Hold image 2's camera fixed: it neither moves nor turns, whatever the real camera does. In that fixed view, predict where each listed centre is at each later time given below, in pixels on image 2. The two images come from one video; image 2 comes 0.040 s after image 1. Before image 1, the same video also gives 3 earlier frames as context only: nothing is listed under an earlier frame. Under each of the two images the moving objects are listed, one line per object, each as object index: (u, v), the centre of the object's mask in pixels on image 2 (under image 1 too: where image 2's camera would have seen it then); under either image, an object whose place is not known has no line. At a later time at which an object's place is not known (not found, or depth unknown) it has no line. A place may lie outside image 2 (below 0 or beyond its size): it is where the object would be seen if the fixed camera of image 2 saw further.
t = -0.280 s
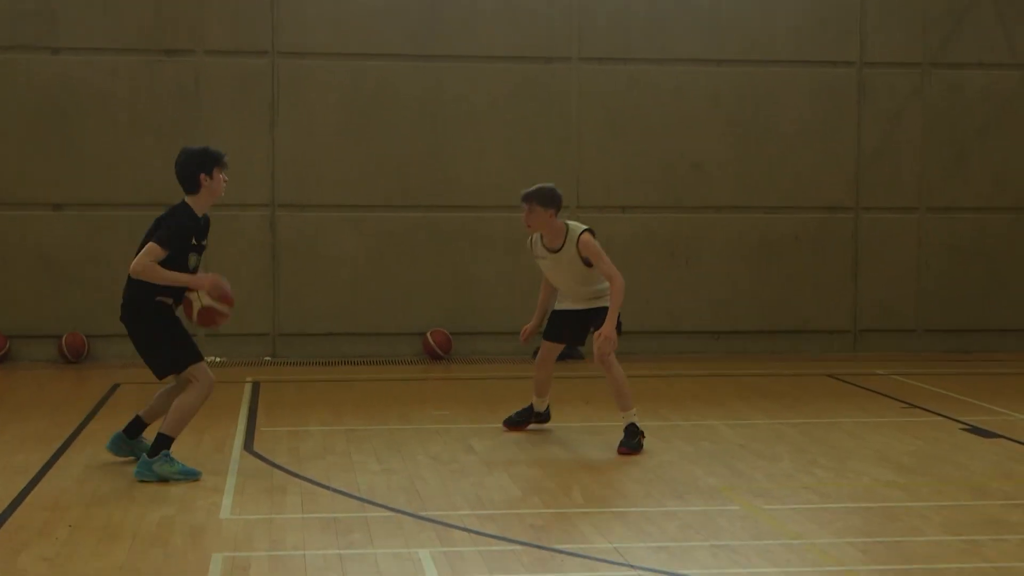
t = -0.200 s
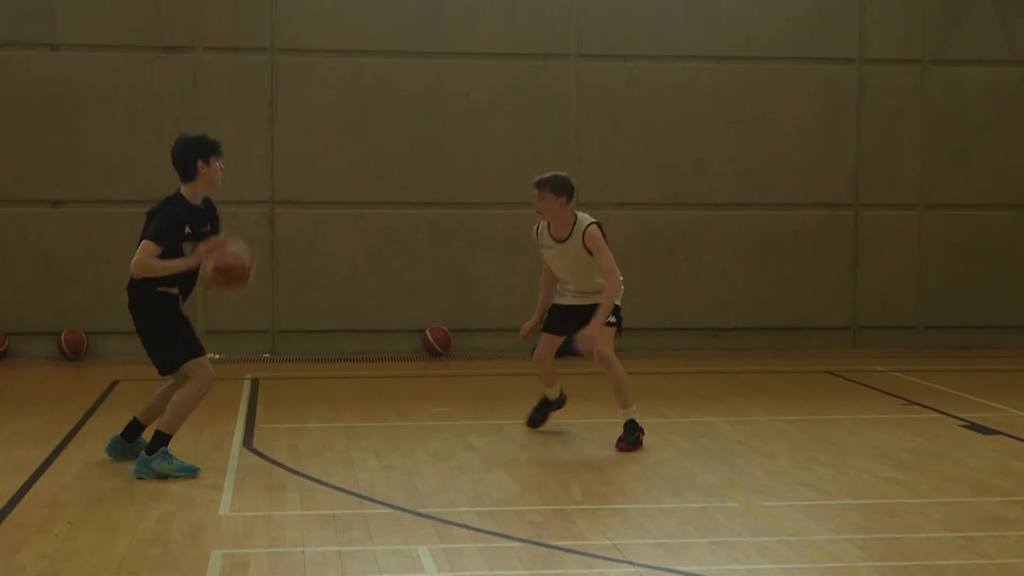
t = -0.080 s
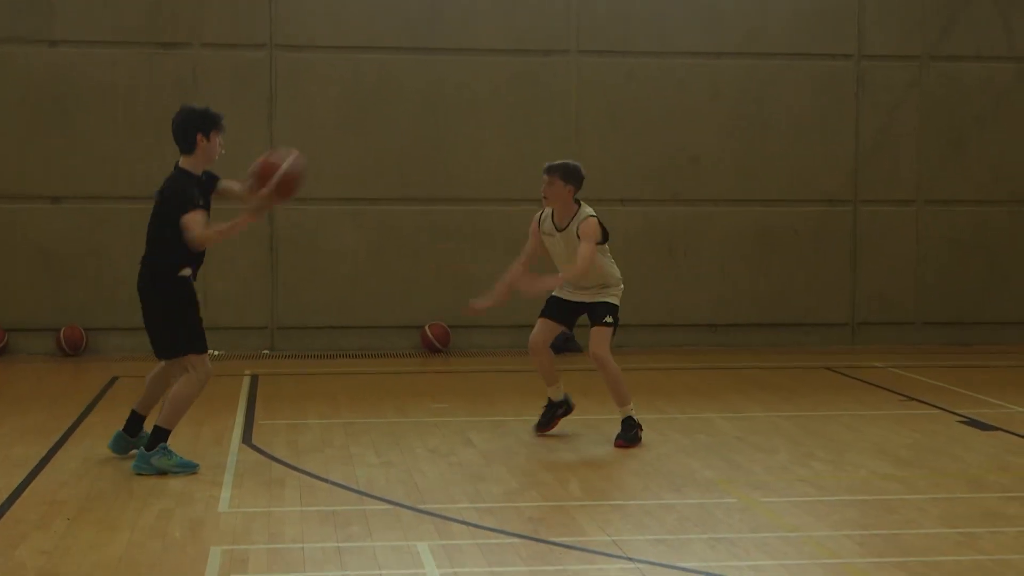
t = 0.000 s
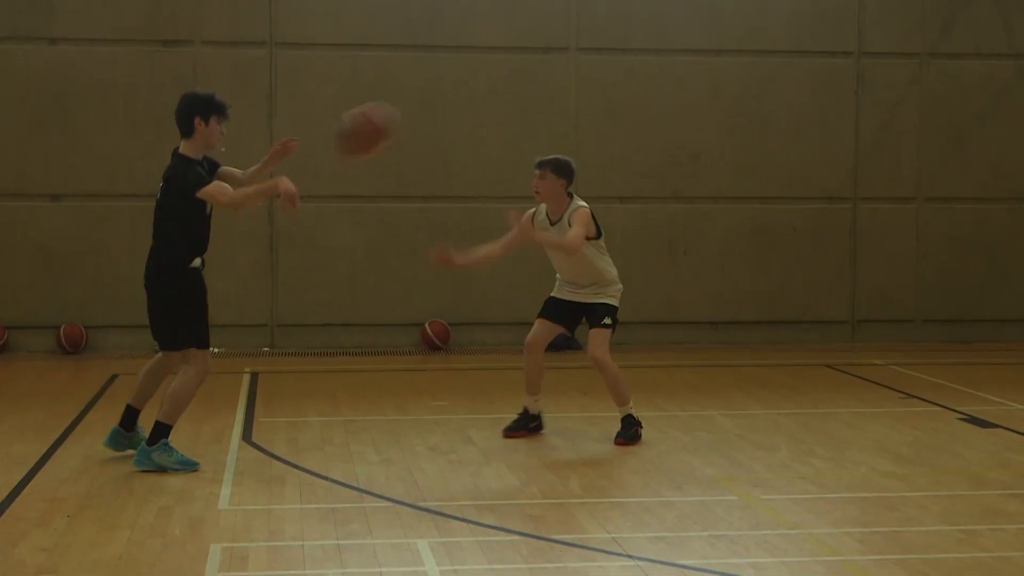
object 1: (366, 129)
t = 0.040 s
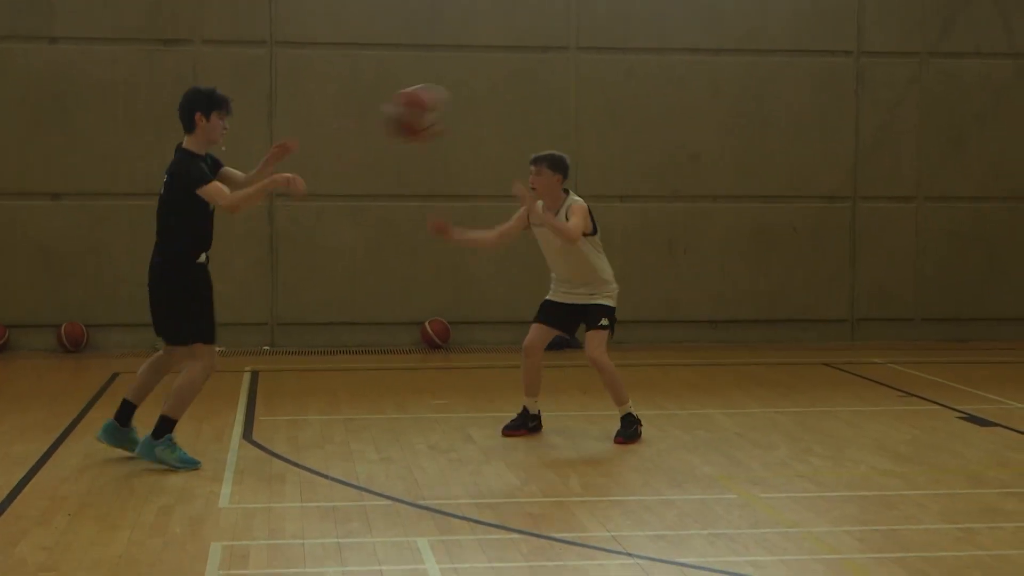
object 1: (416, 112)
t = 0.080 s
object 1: (471, 99)
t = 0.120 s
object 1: (526, 89)
